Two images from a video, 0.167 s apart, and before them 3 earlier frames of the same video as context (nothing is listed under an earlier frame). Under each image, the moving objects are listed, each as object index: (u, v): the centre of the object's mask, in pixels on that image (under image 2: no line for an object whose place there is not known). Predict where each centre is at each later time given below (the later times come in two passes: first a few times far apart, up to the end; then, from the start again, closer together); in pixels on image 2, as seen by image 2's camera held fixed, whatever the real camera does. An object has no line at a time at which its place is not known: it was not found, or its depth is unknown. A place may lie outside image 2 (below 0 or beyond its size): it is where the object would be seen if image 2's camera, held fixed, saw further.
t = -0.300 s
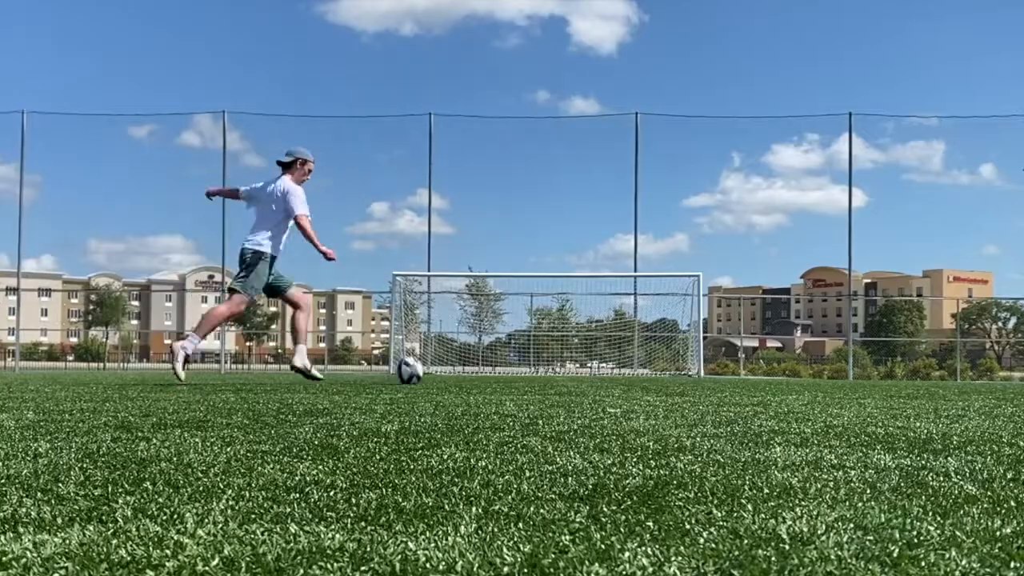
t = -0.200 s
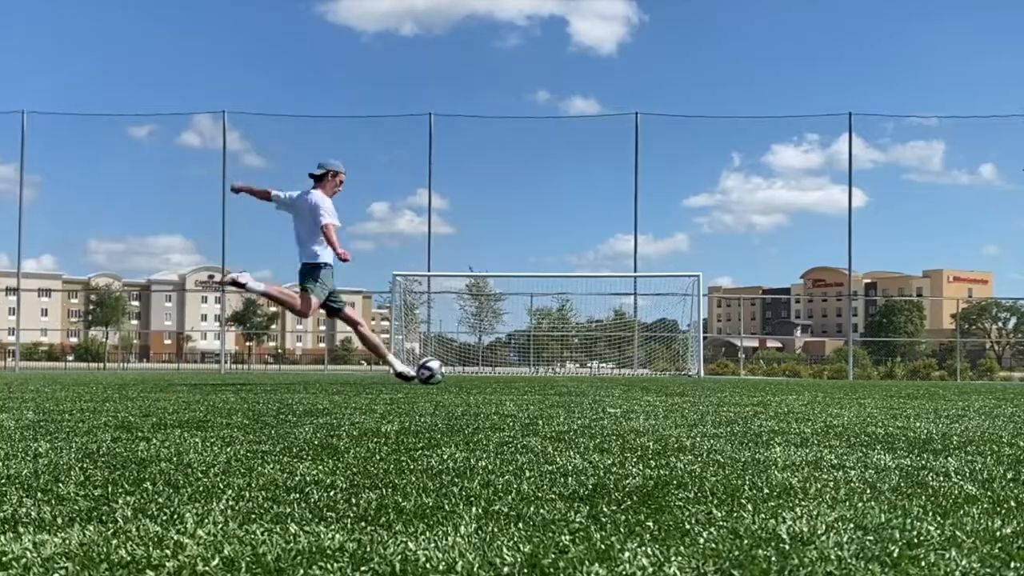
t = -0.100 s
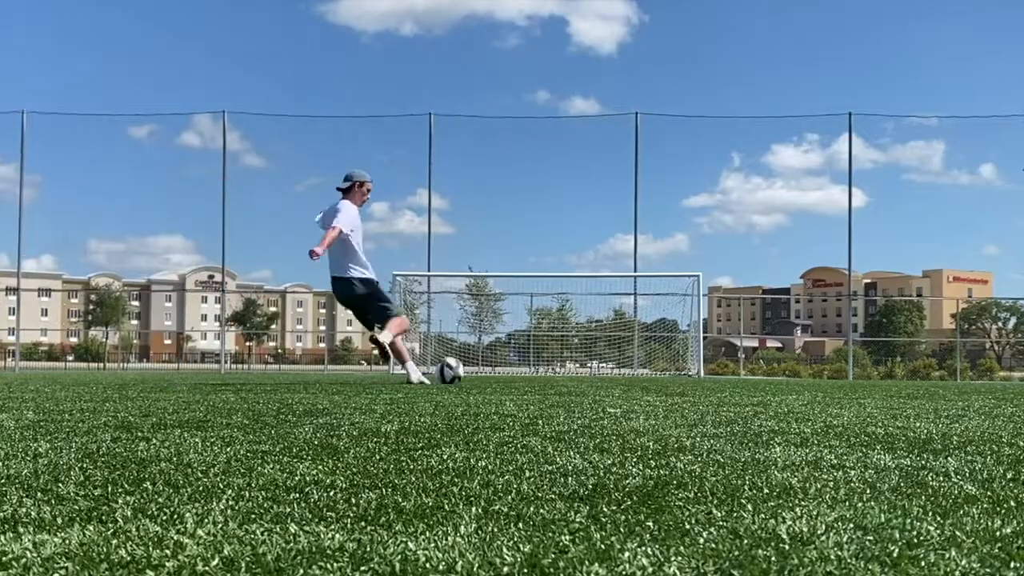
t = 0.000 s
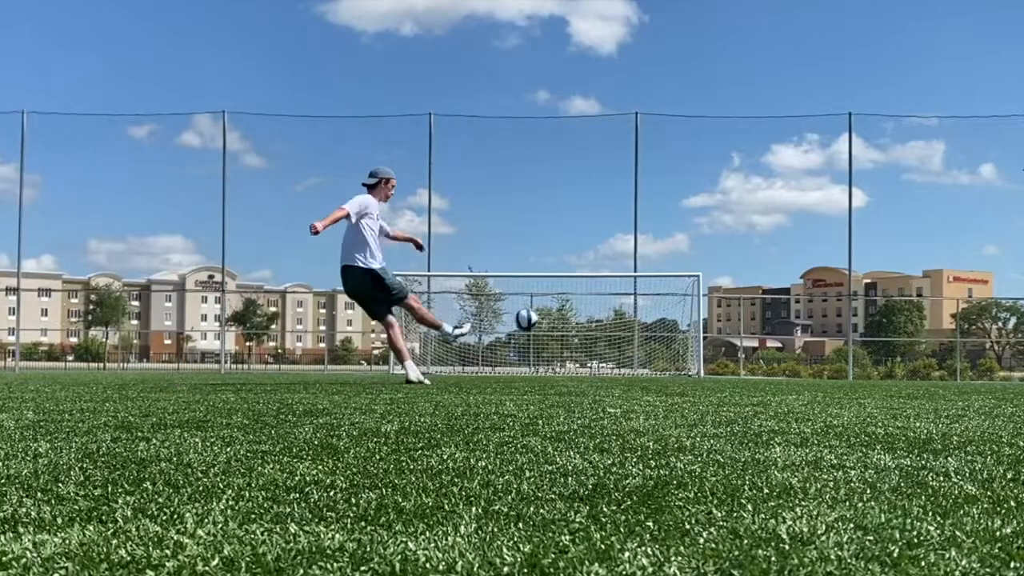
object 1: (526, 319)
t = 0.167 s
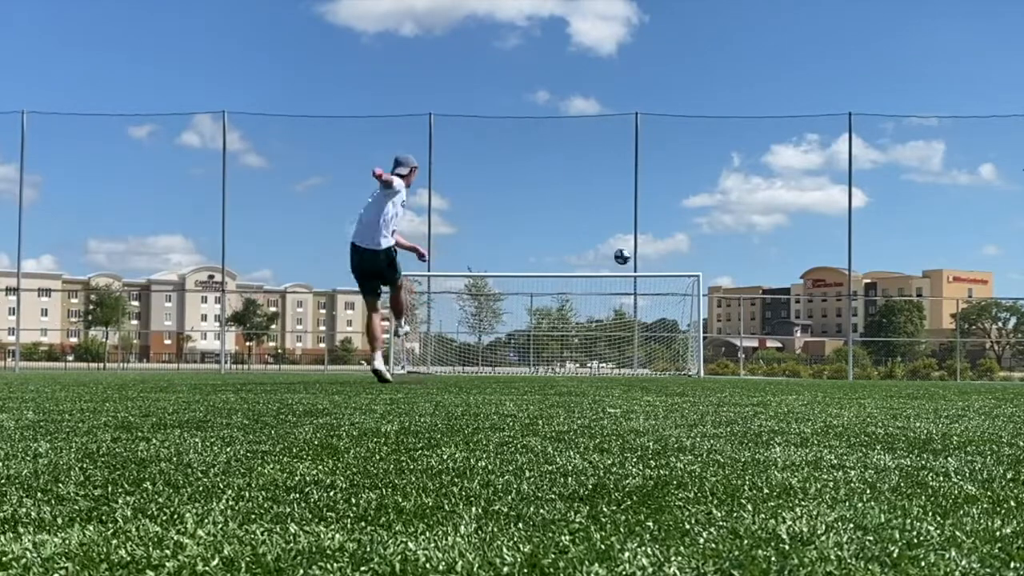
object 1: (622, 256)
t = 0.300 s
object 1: (661, 241)
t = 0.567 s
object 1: (695, 250)
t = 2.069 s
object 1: (883, 231)
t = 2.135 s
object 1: (893, 237)
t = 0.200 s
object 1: (634, 250)
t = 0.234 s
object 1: (644, 246)
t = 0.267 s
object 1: (652, 243)
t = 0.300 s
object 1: (661, 241)
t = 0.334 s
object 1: (668, 239)
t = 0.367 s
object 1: (673, 239)
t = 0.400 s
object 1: (678, 239)
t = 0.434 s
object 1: (682, 240)
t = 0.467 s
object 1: (686, 242)
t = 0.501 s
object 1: (689, 245)
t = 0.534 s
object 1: (692, 248)
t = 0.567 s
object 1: (695, 250)
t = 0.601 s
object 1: (697, 254)
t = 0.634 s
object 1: (698, 258)
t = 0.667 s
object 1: (700, 262)
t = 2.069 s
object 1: (883, 231)
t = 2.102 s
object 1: (888, 234)
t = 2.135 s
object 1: (893, 237)
